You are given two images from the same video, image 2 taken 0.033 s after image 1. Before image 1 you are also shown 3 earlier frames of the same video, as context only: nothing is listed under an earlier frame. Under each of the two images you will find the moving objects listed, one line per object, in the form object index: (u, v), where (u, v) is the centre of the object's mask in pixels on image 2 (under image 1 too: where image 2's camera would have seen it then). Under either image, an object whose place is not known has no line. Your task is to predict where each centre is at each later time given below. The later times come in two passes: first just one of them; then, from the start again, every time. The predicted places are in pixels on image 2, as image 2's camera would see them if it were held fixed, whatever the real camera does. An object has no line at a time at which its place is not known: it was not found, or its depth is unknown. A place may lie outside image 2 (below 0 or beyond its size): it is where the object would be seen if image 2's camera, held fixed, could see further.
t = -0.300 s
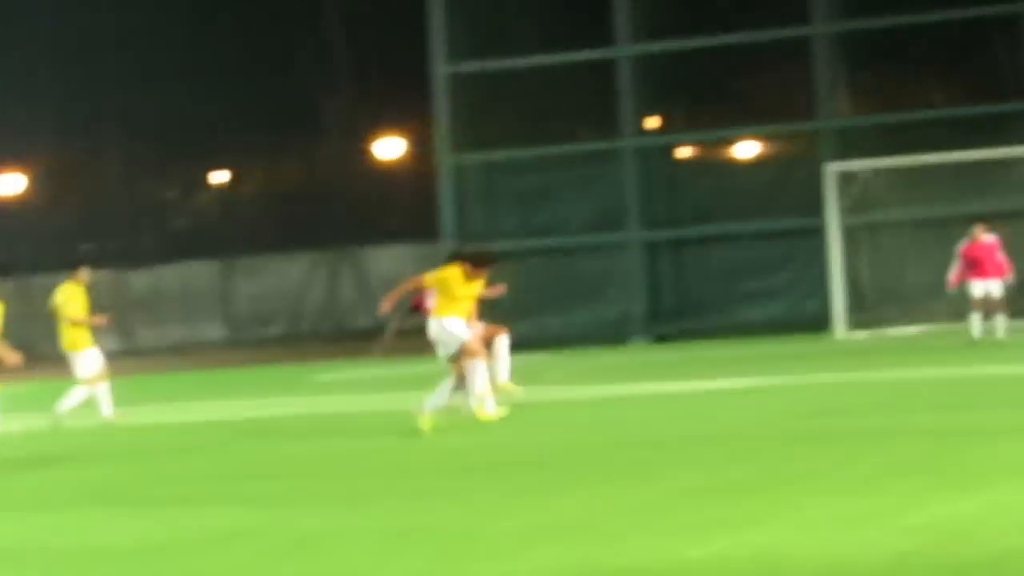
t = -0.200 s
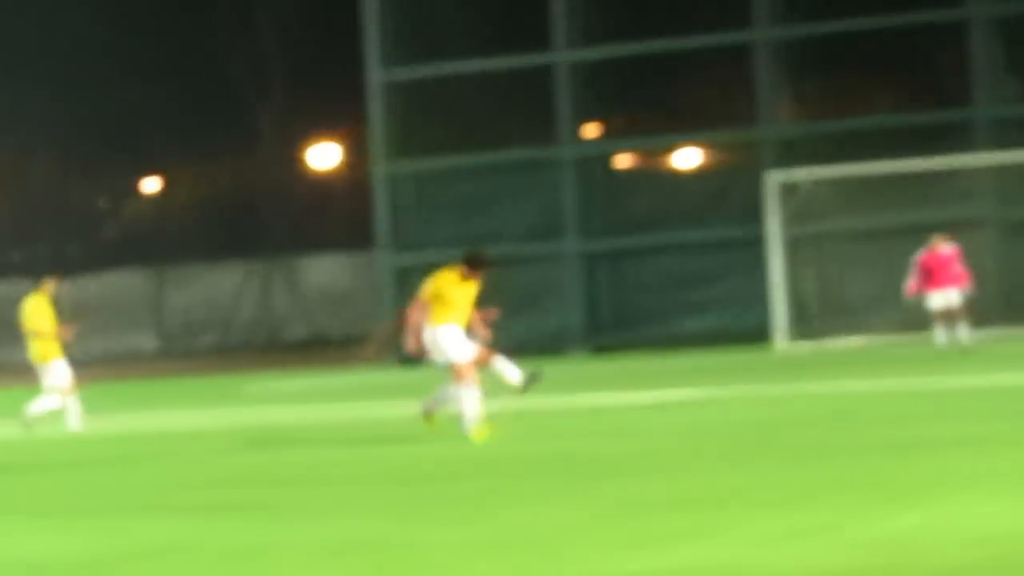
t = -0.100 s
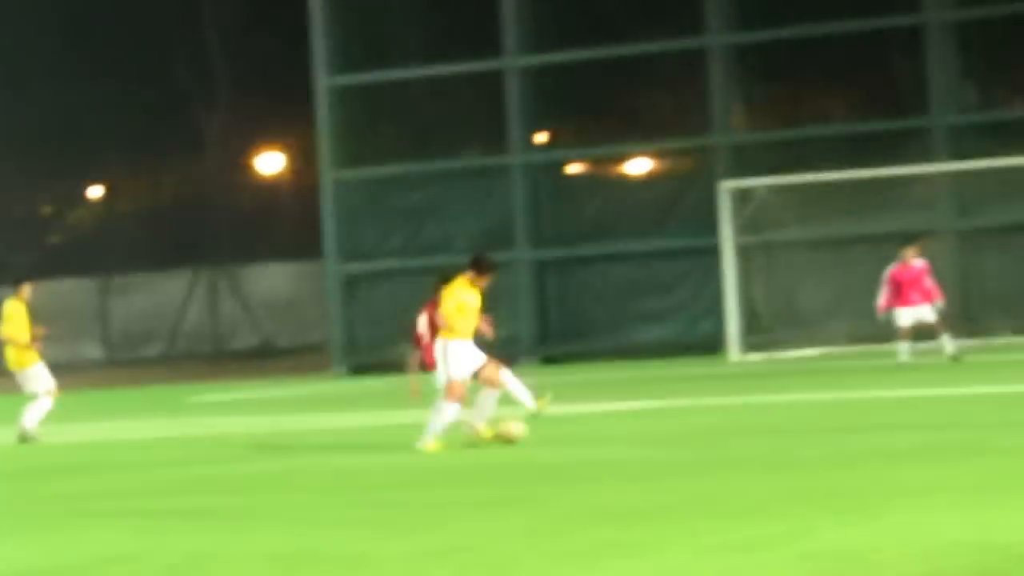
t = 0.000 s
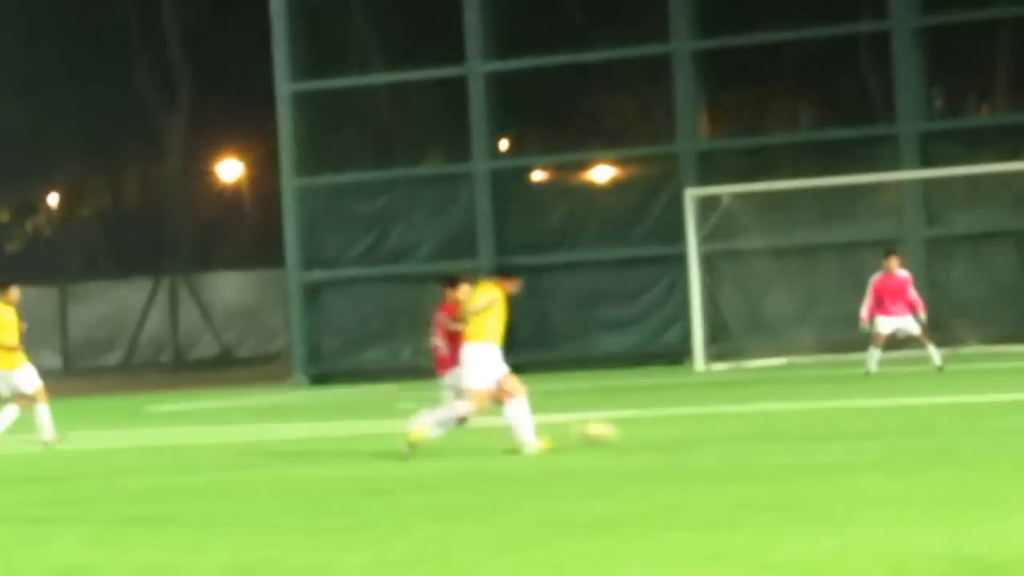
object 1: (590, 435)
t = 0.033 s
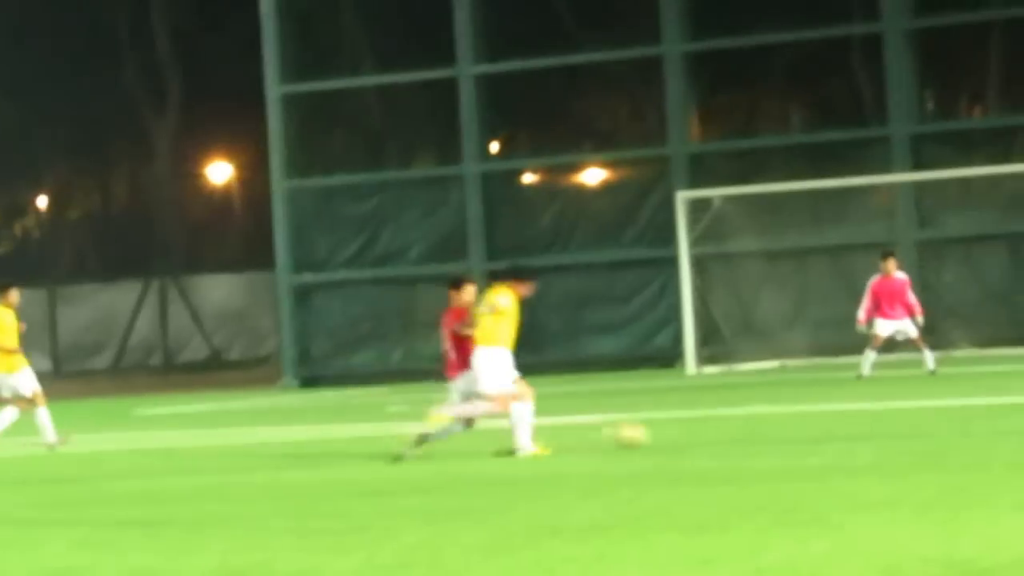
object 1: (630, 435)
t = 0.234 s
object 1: (852, 423)
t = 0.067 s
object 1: (669, 432)
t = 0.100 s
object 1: (705, 428)
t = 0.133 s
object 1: (744, 425)
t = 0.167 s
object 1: (780, 424)
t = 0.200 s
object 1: (815, 424)
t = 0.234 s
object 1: (852, 423)
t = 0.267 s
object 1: (881, 419)
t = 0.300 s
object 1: (915, 417)
